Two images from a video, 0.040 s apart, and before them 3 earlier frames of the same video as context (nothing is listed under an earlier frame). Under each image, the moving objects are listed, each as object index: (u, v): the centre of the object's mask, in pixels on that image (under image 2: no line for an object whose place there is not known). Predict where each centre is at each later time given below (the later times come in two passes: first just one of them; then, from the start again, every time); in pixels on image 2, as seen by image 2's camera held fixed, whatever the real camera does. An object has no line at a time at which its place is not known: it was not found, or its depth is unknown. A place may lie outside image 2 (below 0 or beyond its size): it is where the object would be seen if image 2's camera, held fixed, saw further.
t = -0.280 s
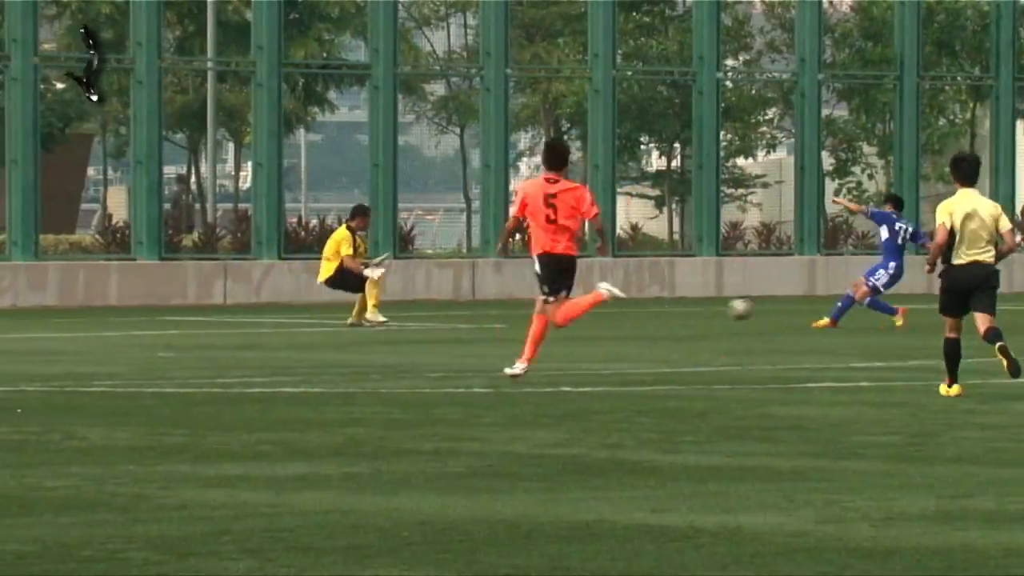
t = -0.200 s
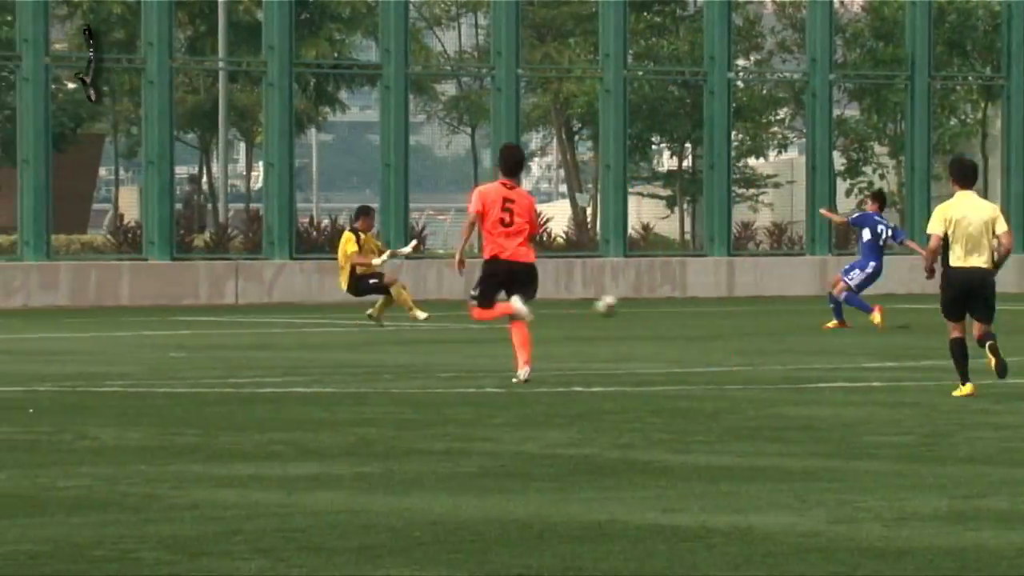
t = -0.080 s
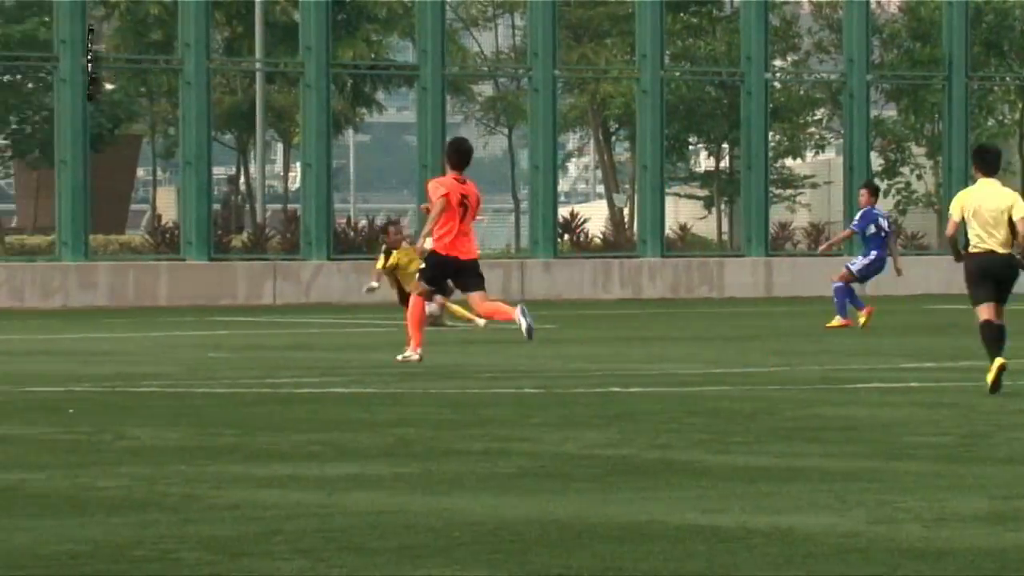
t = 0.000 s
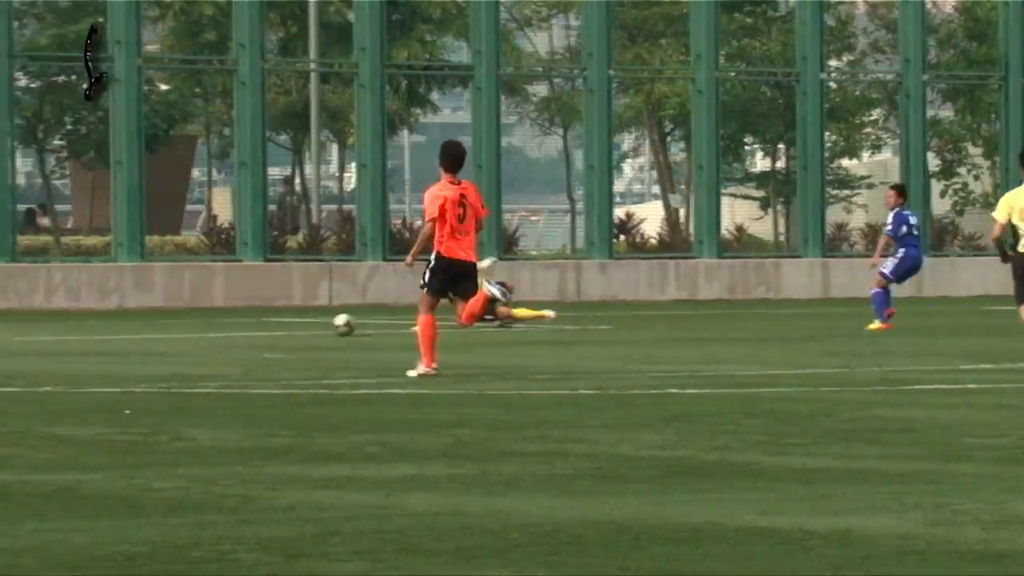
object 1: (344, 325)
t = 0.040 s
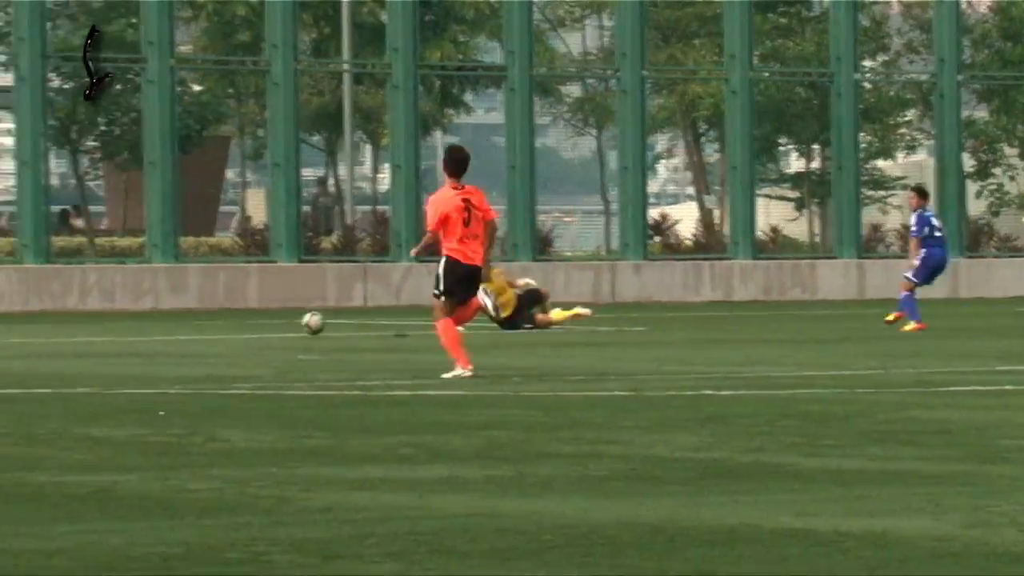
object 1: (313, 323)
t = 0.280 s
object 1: (-73, 329)
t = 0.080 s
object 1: (249, 322)
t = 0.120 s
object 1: (184, 322)
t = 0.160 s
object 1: (117, 326)
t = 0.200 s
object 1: (52, 331)
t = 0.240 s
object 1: (-12, 331)
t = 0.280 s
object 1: (-73, 329)
